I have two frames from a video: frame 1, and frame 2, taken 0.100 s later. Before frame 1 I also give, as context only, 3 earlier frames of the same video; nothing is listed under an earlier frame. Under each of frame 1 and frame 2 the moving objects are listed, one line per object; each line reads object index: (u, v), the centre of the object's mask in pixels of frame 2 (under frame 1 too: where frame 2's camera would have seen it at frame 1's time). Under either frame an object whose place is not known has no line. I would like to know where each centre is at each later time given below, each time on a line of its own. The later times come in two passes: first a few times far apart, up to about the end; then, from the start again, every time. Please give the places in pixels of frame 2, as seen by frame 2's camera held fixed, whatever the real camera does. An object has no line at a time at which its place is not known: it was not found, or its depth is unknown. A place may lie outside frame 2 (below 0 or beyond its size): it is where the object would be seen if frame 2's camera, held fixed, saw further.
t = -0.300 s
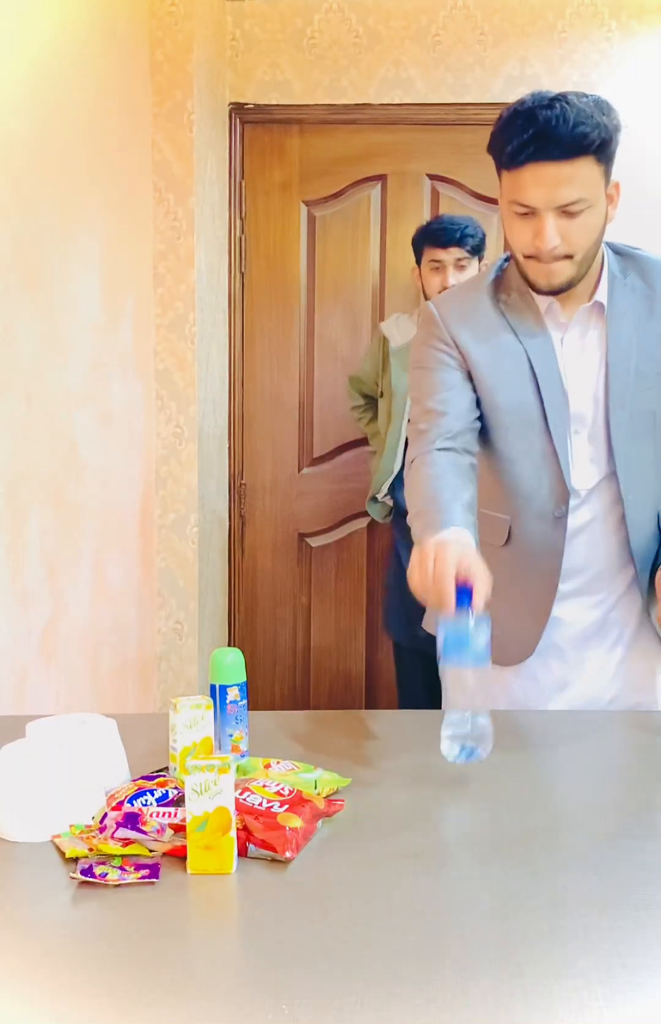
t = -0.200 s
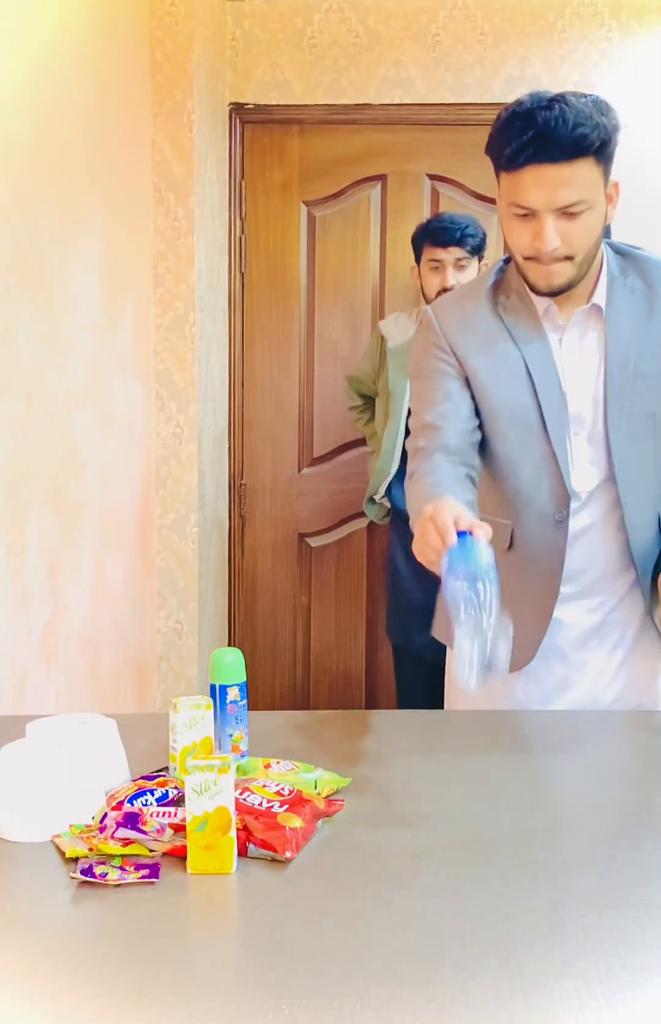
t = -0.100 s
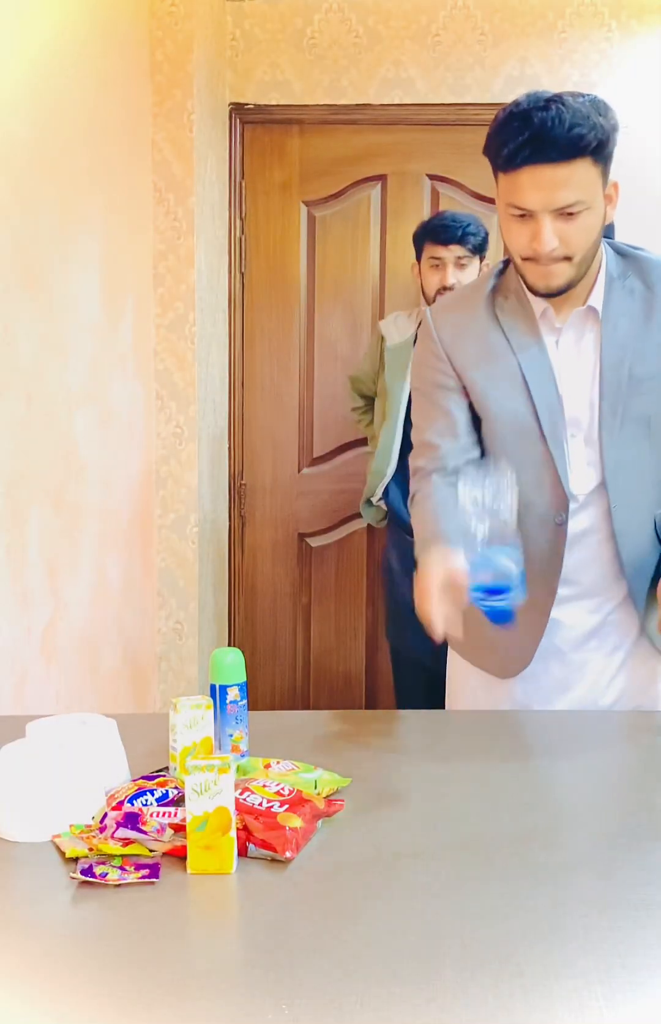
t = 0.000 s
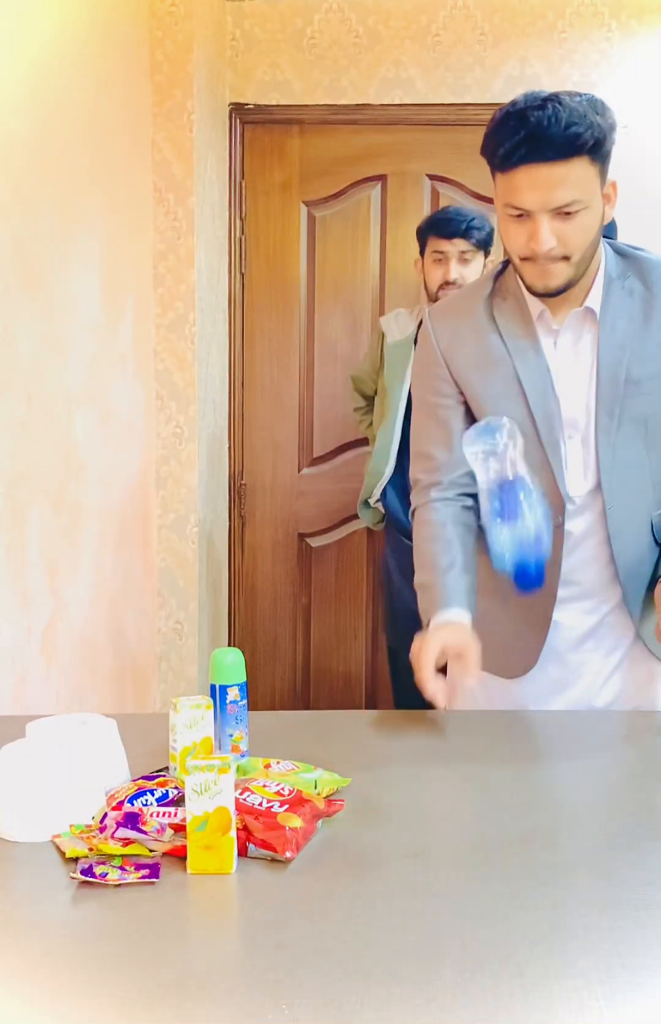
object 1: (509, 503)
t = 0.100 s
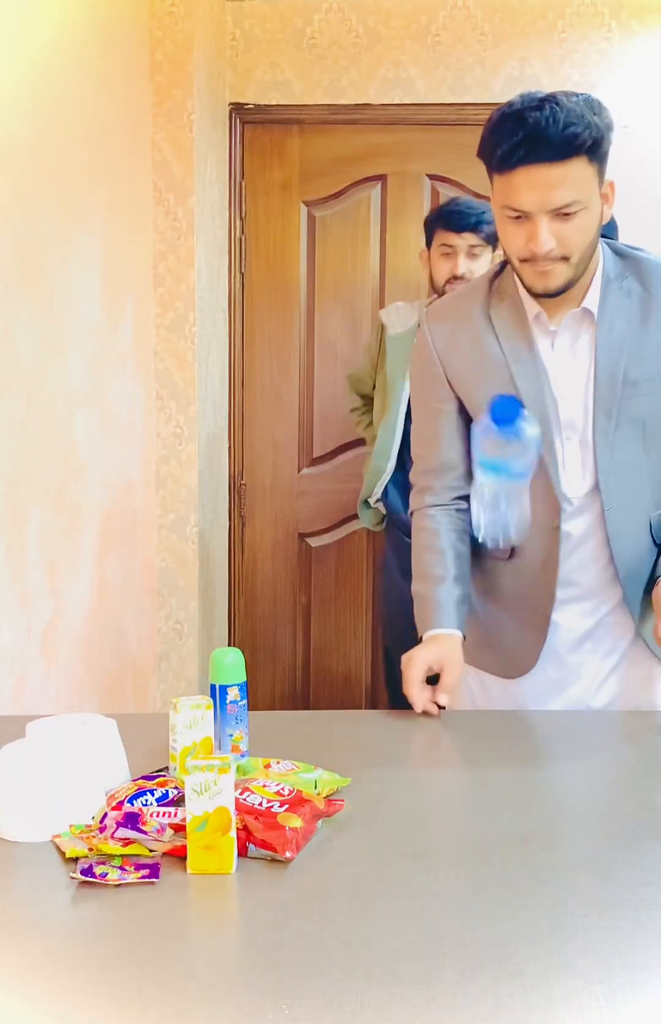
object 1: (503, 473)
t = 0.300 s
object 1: (498, 759)
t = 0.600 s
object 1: (456, 818)
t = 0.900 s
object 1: (406, 823)
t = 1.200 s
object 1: (360, 824)
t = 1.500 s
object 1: (367, 824)
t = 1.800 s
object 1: (365, 824)
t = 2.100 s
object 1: (366, 824)
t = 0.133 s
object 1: (500, 494)
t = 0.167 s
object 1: (498, 530)
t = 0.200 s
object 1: (496, 574)
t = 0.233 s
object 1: (496, 635)
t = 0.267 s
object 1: (498, 711)
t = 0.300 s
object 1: (498, 759)
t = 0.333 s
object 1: (493, 768)
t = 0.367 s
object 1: (491, 785)
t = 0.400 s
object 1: (488, 803)
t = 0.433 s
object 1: (484, 814)
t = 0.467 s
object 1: (476, 815)
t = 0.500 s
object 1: (469, 816)
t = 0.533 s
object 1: (464, 817)
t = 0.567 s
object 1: (459, 817)
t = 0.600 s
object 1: (456, 818)
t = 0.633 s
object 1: (452, 818)
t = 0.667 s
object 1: (447, 818)
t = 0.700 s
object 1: (440, 819)
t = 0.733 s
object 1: (431, 819)
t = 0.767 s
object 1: (424, 821)
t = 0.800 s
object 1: (420, 821)
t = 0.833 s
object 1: (417, 821)
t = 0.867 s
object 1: (413, 821)
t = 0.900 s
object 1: (406, 823)
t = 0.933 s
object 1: (398, 823)
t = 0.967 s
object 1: (390, 823)
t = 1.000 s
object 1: (385, 822)
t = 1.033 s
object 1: (382, 823)
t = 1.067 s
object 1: (380, 823)
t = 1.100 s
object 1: (376, 824)
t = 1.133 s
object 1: (369, 824)
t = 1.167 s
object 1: (363, 824)
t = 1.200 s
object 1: (360, 824)
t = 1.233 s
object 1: (358, 824)
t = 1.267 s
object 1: (358, 824)
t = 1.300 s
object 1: (357, 824)
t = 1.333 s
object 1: (358, 824)
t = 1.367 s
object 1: (358, 824)
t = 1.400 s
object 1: (358, 824)
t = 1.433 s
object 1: (360, 825)
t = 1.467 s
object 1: (363, 825)
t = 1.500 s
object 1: (367, 824)
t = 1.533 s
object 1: (369, 824)
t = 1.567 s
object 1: (367, 824)
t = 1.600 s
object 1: (366, 824)
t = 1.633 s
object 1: (368, 824)
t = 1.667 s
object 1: (369, 824)
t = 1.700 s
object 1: (366, 825)
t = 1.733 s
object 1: (364, 824)
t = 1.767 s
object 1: (364, 824)
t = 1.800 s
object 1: (365, 824)
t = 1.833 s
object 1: (365, 824)
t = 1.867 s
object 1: (365, 824)
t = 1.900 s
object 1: (366, 824)
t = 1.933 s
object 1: (366, 824)
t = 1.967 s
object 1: (367, 824)
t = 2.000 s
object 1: (367, 824)
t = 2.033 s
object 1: (367, 824)
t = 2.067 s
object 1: (367, 824)
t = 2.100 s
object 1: (366, 824)
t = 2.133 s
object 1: (366, 824)
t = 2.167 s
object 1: (366, 824)
